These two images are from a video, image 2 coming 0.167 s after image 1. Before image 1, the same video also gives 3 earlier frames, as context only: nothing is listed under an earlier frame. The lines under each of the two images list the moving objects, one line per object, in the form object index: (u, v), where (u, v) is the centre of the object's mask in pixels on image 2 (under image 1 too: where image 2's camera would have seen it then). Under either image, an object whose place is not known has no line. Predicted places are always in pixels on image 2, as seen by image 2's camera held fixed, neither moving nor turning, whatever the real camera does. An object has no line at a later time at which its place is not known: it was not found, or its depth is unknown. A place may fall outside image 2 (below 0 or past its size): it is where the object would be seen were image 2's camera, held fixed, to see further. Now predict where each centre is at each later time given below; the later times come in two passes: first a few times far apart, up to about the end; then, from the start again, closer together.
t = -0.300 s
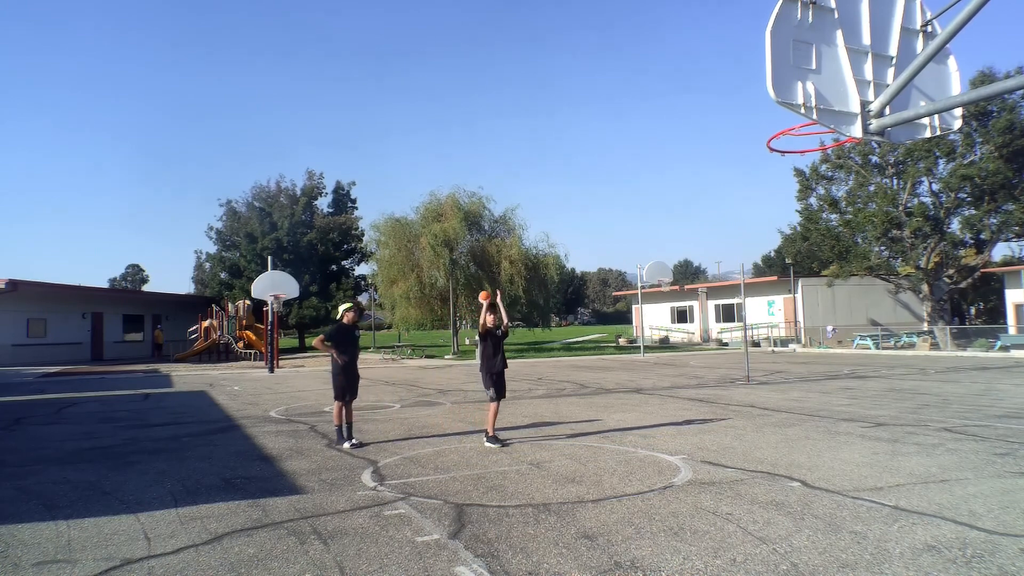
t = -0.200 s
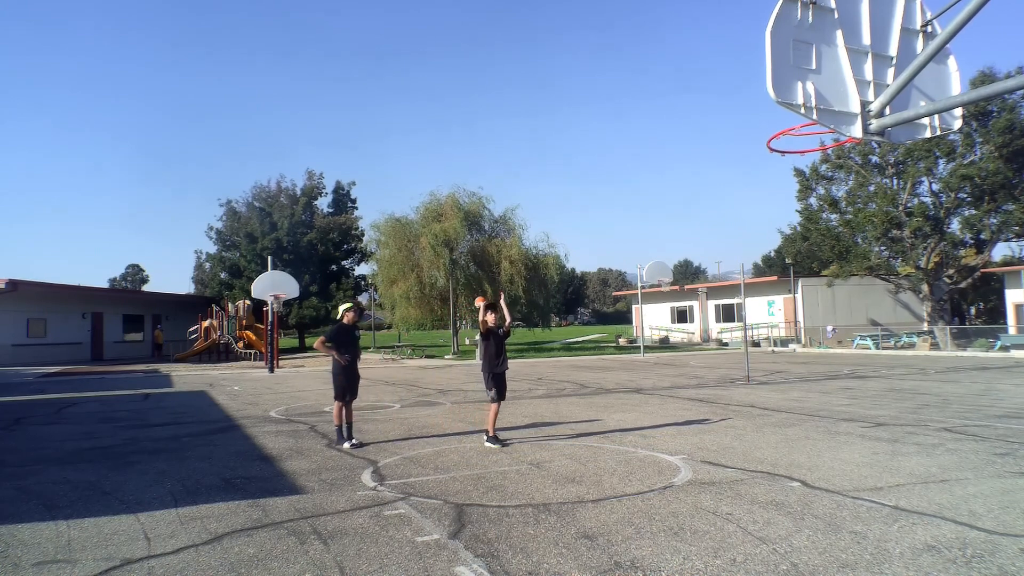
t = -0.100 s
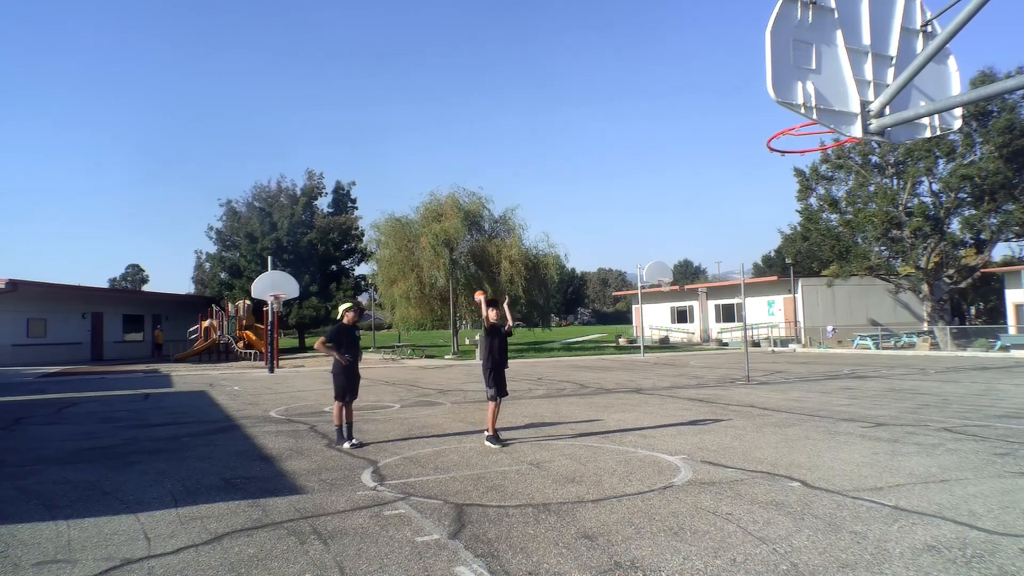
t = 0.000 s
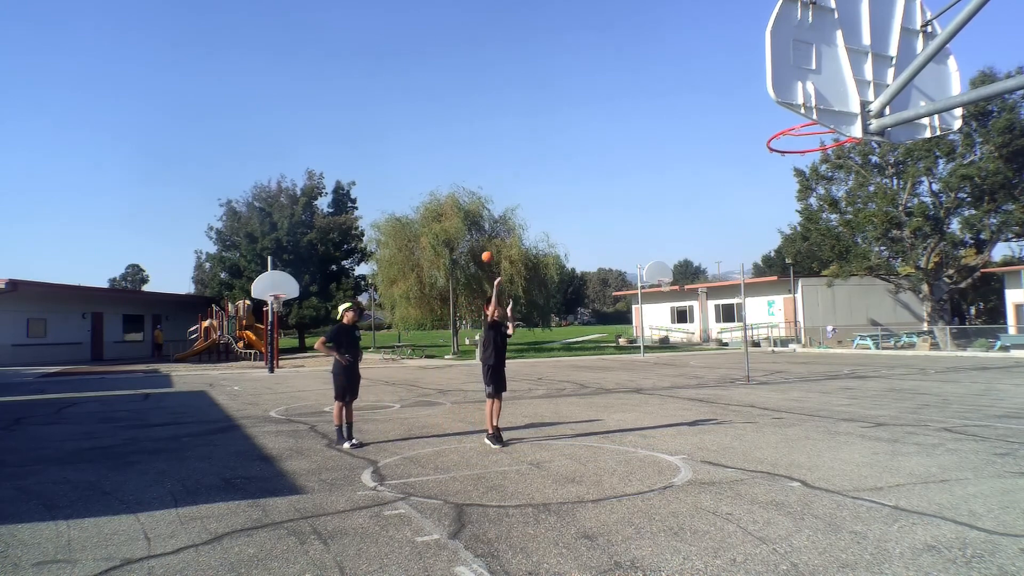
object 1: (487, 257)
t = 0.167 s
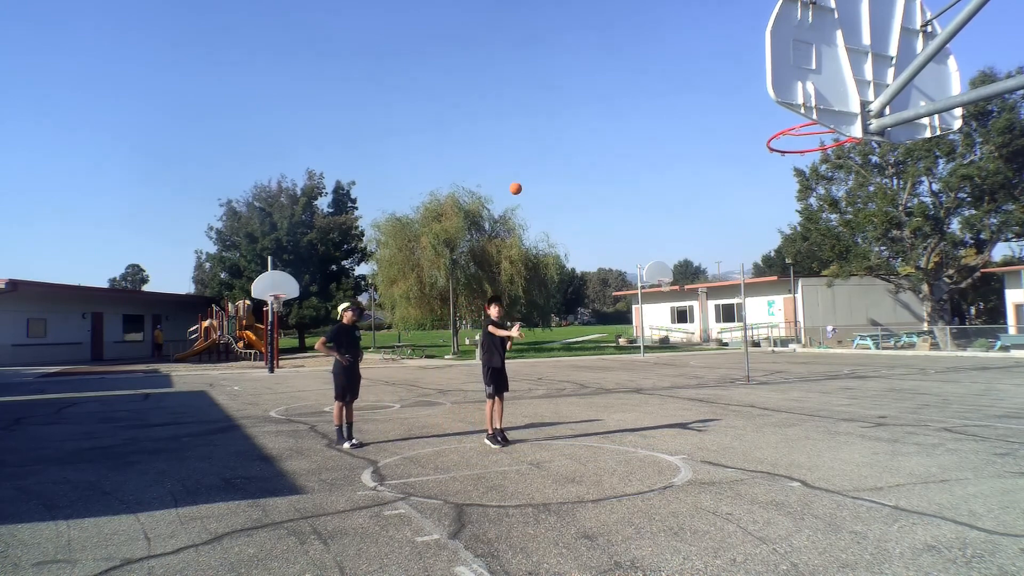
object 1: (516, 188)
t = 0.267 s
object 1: (536, 154)
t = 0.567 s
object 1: (624, 92)
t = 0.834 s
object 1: (764, 132)
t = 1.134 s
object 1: (750, 7)
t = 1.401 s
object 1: (750, 15)
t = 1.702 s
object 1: (770, 254)
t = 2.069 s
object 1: (840, 556)
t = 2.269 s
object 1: (893, 344)
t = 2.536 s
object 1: (1004, 217)
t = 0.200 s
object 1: (522, 176)
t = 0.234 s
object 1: (529, 164)
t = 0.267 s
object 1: (536, 154)
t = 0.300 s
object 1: (543, 143)
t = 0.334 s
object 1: (552, 134)
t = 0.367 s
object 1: (560, 125)
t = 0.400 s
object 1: (569, 117)
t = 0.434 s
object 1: (579, 110)
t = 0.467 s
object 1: (589, 104)
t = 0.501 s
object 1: (600, 98)
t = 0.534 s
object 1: (612, 95)
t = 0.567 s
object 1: (624, 92)
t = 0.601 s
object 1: (638, 91)
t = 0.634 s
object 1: (652, 91)
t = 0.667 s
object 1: (668, 93)
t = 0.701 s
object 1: (684, 97)
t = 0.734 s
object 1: (702, 103)
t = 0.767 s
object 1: (722, 110)
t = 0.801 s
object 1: (743, 120)
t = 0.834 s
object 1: (764, 132)
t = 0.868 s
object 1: (764, 114)
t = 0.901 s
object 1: (760, 96)
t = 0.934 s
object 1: (757, 77)
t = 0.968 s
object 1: (756, 60)
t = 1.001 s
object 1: (755, 45)
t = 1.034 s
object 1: (754, 31)
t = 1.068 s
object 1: (753, 20)
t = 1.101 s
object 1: (752, 11)
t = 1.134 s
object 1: (750, 7)
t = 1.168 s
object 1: (749, 4)
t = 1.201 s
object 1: (749, 3)
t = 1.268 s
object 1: (748, 2)
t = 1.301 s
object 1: (748, 4)
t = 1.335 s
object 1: (748, 6)
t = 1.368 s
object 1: (749, 9)
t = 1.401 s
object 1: (750, 15)
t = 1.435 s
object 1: (751, 28)
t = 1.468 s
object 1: (752, 44)
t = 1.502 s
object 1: (753, 63)
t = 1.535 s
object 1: (755, 85)
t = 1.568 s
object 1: (758, 110)
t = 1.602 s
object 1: (761, 139)
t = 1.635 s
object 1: (764, 174)
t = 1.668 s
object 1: (767, 212)
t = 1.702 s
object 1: (770, 254)
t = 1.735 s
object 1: (775, 301)
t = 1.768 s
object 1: (780, 354)
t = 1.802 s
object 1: (786, 414)
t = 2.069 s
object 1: (840, 556)
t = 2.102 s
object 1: (847, 516)
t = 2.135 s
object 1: (855, 477)
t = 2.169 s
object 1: (863, 441)
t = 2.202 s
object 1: (872, 406)
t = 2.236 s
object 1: (882, 374)
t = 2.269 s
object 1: (893, 344)
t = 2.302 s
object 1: (904, 316)
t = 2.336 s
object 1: (916, 291)
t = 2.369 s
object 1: (929, 270)
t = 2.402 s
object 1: (943, 252)
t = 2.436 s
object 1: (958, 237)
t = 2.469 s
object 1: (974, 226)
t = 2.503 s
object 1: (992, 219)
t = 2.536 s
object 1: (1004, 217)
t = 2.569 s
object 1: (1013, 220)
